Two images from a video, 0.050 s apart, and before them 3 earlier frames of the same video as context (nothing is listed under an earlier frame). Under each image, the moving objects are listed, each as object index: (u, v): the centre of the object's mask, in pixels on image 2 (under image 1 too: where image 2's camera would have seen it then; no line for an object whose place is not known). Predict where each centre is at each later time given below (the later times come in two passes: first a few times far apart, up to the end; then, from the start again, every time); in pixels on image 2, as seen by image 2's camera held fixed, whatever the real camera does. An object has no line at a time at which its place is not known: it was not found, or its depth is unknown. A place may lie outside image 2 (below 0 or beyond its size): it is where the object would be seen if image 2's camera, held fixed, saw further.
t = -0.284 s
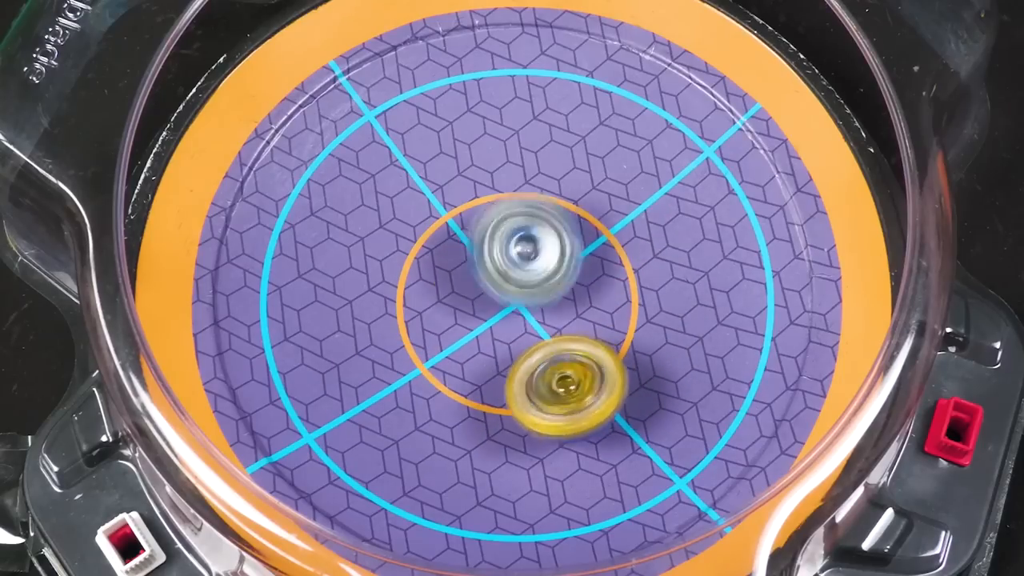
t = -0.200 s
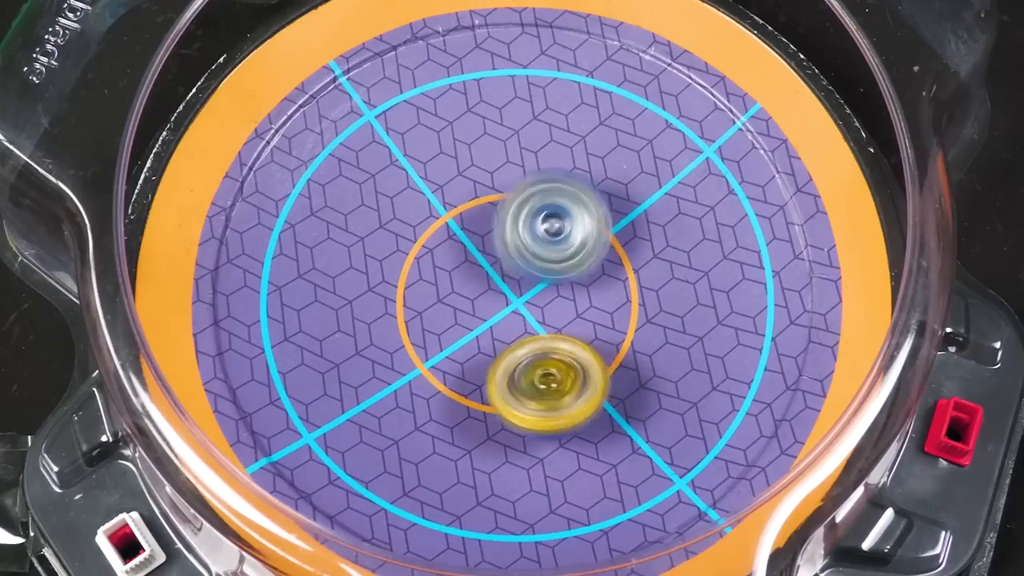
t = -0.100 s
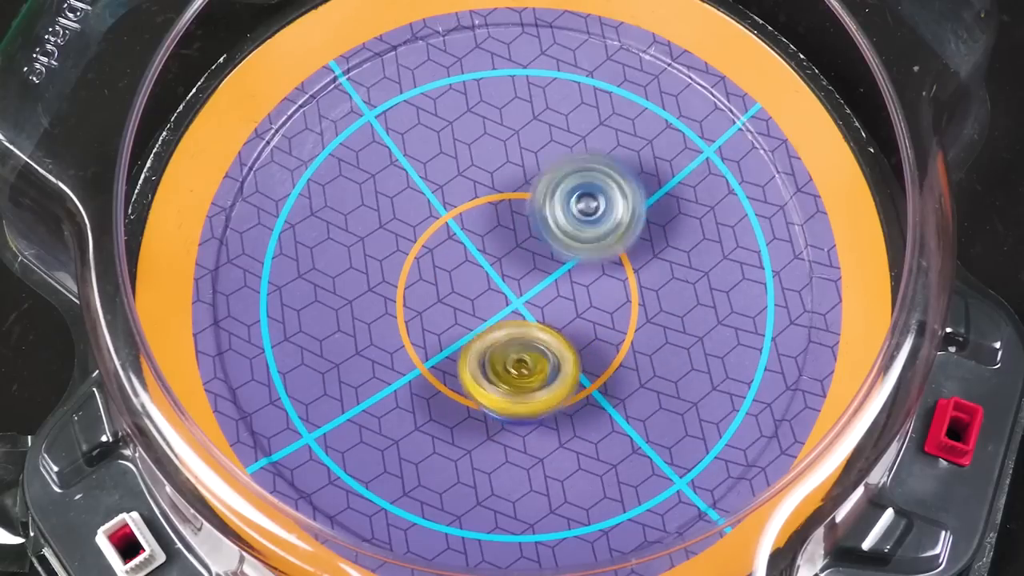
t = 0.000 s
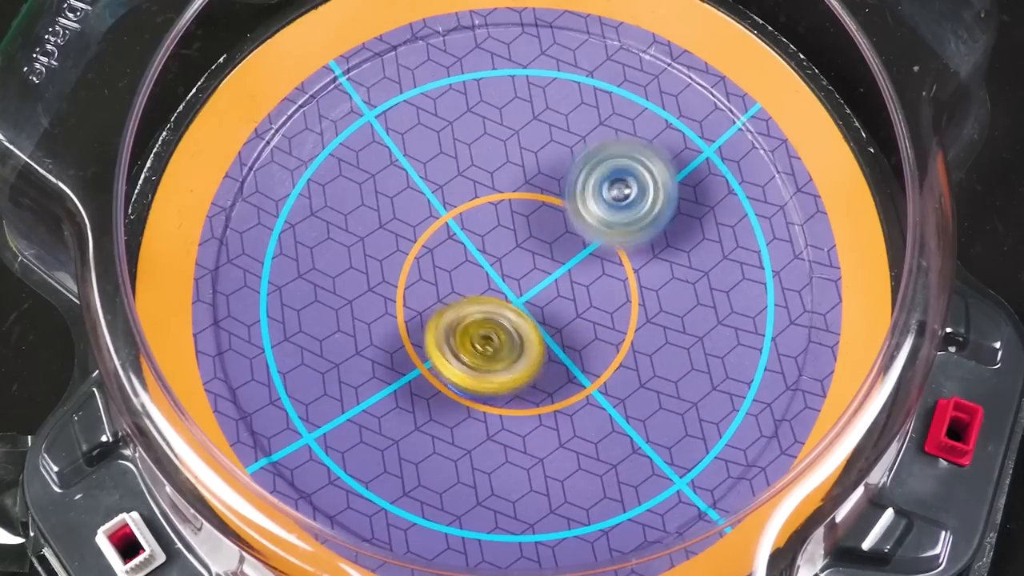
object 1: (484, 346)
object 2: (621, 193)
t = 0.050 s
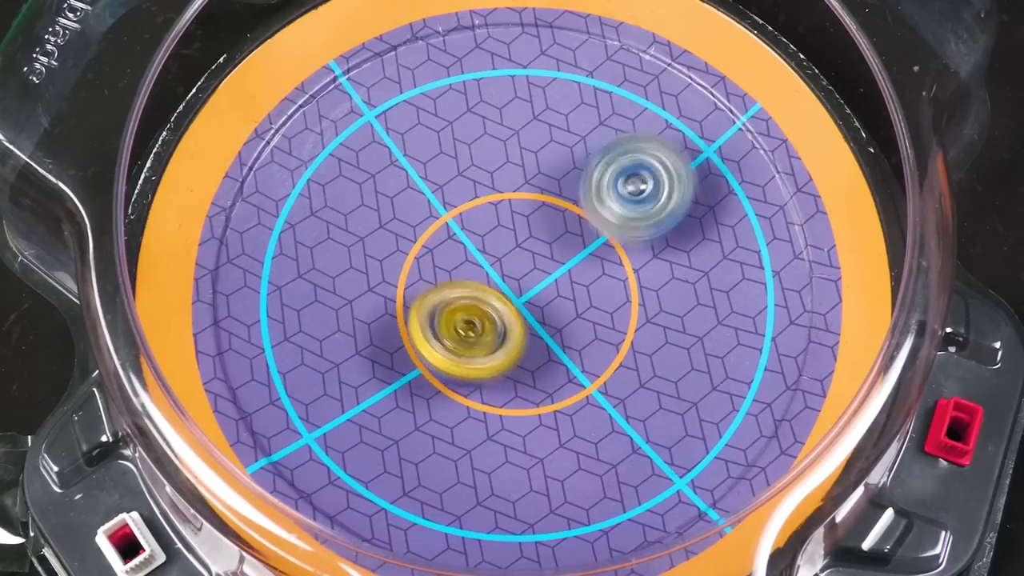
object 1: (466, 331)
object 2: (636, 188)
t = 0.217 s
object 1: (420, 269)
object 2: (653, 184)
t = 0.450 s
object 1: (417, 205)
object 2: (581, 248)
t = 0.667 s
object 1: (471, 188)
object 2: (500, 299)
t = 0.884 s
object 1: (557, 199)
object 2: (417, 324)
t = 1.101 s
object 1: (605, 237)
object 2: (374, 324)
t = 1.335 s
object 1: (592, 307)
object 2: (442, 282)
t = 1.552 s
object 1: (540, 351)
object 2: (514, 232)
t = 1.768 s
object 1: (477, 345)
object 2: (584, 199)
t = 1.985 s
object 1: (439, 295)
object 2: (616, 193)
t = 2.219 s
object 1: (447, 226)
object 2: (563, 250)
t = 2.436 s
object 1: (464, 188)
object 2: (534, 317)
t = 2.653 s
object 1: (524, 207)
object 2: (475, 359)
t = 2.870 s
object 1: (575, 264)
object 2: (453, 355)
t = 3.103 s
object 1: (582, 323)
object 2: (466, 285)
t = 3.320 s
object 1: (546, 332)
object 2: (500, 223)
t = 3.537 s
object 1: (483, 294)
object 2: (549, 182)
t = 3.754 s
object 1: (451, 234)
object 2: (557, 184)
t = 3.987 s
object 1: (431, 222)
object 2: (605, 222)
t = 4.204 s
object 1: (470, 238)
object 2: (574, 277)
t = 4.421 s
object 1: (481, 195)
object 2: (550, 371)
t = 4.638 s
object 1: (496, 207)
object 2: (539, 325)
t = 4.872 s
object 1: (542, 199)
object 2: (534, 366)
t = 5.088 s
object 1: (542, 225)
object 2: (528, 334)
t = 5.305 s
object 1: (549, 226)
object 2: (459, 307)
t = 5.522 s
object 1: (532, 236)
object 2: (443, 309)
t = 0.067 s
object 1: (461, 326)
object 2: (641, 187)
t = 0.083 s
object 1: (455, 319)
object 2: (646, 185)
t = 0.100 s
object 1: (450, 313)
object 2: (649, 184)
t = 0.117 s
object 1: (445, 307)
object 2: (652, 183)
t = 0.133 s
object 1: (439, 300)
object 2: (655, 183)
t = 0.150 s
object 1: (436, 295)
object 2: (656, 182)
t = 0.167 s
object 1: (431, 288)
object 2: (657, 182)
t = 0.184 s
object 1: (427, 281)
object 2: (658, 182)
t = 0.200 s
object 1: (423, 276)
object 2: (655, 183)
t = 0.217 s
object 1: (420, 269)
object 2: (653, 184)
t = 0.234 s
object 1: (417, 263)
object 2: (651, 187)
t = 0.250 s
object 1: (414, 258)
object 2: (647, 188)
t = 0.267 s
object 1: (412, 252)
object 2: (642, 191)
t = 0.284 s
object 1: (411, 247)
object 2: (638, 196)
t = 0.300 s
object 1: (409, 242)
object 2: (634, 199)
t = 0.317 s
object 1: (409, 237)
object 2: (628, 204)
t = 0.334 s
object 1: (408, 233)
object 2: (621, 211)
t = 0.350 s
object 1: (408, 228)
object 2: (617, 215)
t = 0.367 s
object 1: (409, 224)
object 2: (612, 220)
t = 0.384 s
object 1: (410, 220)
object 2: (604, 226)
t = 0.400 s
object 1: (412, 216)
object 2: (600, 232)
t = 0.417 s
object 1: (413, 212)
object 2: (594, 235)
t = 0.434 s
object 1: (415, 209)
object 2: (586, 242)
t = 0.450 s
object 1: (417, 205)
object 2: (581, 248)
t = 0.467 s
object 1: (419, 203)
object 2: (576, 252)
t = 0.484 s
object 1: (422, 200)
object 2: (568, 256)
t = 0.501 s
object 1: (426, 198)
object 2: (561, 261)
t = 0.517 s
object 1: (429, 196)
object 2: (558, 267)
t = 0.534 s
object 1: (432, 194)
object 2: (550, 270)
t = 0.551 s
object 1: (437, 193)
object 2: (543, 274)
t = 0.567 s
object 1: (440, 192)
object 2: (539, 279)
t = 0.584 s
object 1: (444, 191)
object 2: (533, 282)
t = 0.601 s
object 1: (449, 190)
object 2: (525, 284)
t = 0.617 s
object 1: (454, 190)
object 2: (519, 289)
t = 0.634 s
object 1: (459, 190)
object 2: (514, 292)
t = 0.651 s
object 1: (465, 190)
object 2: (506, 293)
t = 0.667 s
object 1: (471, 188)
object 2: (500, 299)
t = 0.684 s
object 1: (477, 188)
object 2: (495, 303)
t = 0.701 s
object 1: (483, 187)
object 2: (487, 305)
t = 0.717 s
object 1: (489, 187)
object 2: (480, 309)
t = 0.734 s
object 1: (496, 187)
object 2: (475, 312)
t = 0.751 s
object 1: (503, 188)
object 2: (467, 312)
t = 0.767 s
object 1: (509, 189)
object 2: (460, 315)
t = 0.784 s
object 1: (516, 190)
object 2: (456, 318)
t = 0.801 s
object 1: (524, 192)
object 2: (450, 318)
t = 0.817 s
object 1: (530, 193)
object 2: (441, 319)
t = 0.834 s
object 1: (538, 194)
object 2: (437, 322)
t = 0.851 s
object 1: (545, 196)
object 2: (431, 321)
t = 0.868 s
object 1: (551, 197)
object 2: (423, 322)
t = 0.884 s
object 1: (557, 199)
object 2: (417, 324)
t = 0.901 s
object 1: (562, 201)
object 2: (413, 322)
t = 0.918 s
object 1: (568, 203)
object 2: (404, 324)
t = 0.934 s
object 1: (573, 205)
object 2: (399, 325)
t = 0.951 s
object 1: (578, 209)
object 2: (395, 323)
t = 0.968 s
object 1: (582, 211)
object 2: (387, 324)
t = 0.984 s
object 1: (587, 214)
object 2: (383, 325)
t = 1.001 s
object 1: (590, 217)
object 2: (381, 324)
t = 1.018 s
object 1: (594, 220)
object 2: (374, 325)
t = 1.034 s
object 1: (597, 223)
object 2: (372, 325)
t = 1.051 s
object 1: (600, 226)
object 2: (372, 324)
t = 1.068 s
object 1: (602, 230)
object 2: (370, 325)
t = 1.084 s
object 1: (604, 234)
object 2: (371, 326)
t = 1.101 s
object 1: (605, 237)
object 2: (374, 324)
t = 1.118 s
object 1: (607, 241)
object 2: (375, 325)
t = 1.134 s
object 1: (608, 245)
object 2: (379, 323)
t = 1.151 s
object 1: (608, 250)
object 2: (383, 322)
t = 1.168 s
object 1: (608, 254)
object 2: (386, 319)
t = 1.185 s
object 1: (608, 259)
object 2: (392, 316)
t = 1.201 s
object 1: (607, 264)
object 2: (397, 313)
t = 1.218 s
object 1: (606, 269)
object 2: (402, 311)
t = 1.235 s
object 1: (606, 275)
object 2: (408, 306)
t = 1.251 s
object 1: (603, 280)
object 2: (414, 302)
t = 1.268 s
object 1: (602, 285)
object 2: (419, 299)
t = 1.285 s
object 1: (600, 291)
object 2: (425, 294)
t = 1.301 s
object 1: (598, 296)
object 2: (431, 291)
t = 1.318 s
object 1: (595, 301)
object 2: (436, 288)
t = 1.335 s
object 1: (592, 307)
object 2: (442, 282)
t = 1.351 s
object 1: (589, 311)
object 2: (449, 278)
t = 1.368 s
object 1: (586, 315)
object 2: (454, 276)
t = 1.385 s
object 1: (583, 320)
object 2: (459, 270)
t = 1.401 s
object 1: (579, 323)
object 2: (466, 268)
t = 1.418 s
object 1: (576, 327)
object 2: (472, 265)
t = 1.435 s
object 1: (571, 331)
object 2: (476, 261)
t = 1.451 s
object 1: (567, 334)
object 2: (482, 257)
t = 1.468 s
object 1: (564, 338)
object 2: (488, 253)
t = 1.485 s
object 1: (561, 341)
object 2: (493, 247)
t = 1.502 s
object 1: (556, 345)
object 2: (499, 243)
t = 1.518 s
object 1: (551, 347)
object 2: (506, 239)
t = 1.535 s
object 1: (546, 349)
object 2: (509, 236)
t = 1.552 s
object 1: (540, 351)
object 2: (514, 232)
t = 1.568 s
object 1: (535, 352)
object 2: (520, 229)
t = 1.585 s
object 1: (530, 353)
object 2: (524, 225)
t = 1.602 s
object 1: (525, 354)
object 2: (530, 223)
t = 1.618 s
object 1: (520, 353)
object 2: (536, 218)
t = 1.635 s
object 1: (515, 354)
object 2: (540, 217)
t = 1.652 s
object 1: (510, 355)
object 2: (546, 215)
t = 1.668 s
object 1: (505, 354)
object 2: (553, 210)
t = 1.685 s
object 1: (501, 353)
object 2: (556, 210)
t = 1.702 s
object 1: (495, 353)
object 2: (562, 207)
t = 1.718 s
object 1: (490, 351)
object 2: (568, 204)
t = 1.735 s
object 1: (487, 350)
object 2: (573, 203)
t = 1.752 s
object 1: (482, 348)
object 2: (578, 202)
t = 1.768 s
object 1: (477, 345)
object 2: (584, 199)
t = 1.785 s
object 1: (473, 343)
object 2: (588, 199)
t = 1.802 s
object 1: (469, 341)
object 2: (593, 197)
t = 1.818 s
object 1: (465, 338)
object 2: (599, 194)
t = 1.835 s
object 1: (461, 335)
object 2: (603, 195)
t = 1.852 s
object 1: (459, 332)
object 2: (607, 193)
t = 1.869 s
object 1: (455, 327)
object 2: (610, 191)
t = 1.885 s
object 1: (452, 323)
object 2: (614, 192)
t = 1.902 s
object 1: (450, 319)
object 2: (615, 191)
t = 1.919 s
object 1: (447, 315)
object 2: (616, 190)
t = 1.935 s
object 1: (444, 309)
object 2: (617, 191)
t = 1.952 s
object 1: (443, 305)
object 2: (616, 192)
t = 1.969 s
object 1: (441, 301)
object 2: (615, 191)
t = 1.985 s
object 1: (439, 295)
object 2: (616, 193)
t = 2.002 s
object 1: (438, 290)
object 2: (613, 194)
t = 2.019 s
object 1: (437, 286)
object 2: (610, 197)
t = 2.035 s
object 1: (436, 280)
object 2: (610, 199)
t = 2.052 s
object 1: (436, 274)
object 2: (605, 203)
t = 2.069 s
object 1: (436, 270)
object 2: (601, 207)
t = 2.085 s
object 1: (436, 265)
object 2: (599, 209)
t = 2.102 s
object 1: (436, 259)
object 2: (594, 214)
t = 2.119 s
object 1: (438, 254)
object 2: (590, 219)
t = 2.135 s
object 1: (439, 249)
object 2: (586, 223)
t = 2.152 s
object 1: (440, 244)
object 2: (579, 230)
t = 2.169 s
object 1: (442, 239)
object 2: (576, 235)
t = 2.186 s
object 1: (443, 235)
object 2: (571, 238)
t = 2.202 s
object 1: (445, 231)
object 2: (566, 245)
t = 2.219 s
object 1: (447, 226)
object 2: (563, 250)
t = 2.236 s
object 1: (444, 220)
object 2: (562, 255)
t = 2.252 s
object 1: (444, 215)
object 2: (563, 264)
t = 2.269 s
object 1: (443, 210)
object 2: (562, 268)
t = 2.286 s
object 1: (444, 205)
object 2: (559, 274)
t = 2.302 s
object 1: (446, 202)
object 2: (560, 280)
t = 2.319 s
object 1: (448, 199)
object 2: (555, 285)
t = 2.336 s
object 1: (450, 196)
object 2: (553, 290)
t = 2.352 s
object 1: (452, 194)
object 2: (552, 294)
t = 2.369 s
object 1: (455, 193)
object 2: (547, 300)
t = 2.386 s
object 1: (457, 191)
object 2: (545, 304)
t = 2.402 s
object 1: (459, 191)
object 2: (541, 308)
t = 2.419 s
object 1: (461, 190)
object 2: (538, 315)
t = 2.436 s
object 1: (464, 188)
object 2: (534, 317)
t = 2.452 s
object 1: (468, 188)
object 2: (529, 322)
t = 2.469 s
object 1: (470, 188)
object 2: (528, 327)
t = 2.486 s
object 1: (474, 188)
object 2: (521, 330)
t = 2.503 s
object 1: (478, 189)
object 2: (517, 335)
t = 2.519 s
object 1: (483, 189)
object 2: (514, 337)
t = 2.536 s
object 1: (487, 191)
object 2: (507, 341)
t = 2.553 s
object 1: (491, 192)
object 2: (504, 345)
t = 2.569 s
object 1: (496, 194)
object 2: (500, 346)
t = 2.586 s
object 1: (502, 196)
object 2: (495, 350)
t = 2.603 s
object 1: (506, 198)
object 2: (490, 352)
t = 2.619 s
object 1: (512, 201)
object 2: (483, 355)
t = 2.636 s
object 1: (518, 203)
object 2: (481, 357)
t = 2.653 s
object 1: (524, 207)
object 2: (475, 359)
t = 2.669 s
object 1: (528, 210)
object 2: (471, 362)
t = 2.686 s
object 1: (534, 214)
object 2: (468, 362)
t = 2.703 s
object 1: (539, 218)
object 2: (463, 365)
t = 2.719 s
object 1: (544, 222)
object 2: (462, 365)
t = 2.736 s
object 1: (548, 226)
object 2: (459, 364)
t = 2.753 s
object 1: (552, 229)
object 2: (458, 367)
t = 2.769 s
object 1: (557, 234)
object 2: (456, 364)
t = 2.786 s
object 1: (560, 238)
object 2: (455, 365)
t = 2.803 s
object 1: (564, 244)
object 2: (455, 363)
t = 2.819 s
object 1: (567, 249)
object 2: (452, 361)
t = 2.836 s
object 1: (570, 254)
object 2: (453, 360)
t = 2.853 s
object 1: (572, 258)
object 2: (454, 355)
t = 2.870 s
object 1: (575, 264)
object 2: (453, 355)
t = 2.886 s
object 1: (578, 269)
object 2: (454, 351)
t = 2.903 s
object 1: (579, 274)
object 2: (453, 346)
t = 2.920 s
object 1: (580, 279)
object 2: (457, 342)
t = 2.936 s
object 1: (582, 284)
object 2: (456, 336)
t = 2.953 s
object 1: (583, 290)
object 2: (458, 333)
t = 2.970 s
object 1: (583, 294)
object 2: (459, 327)
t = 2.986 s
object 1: (584, 298)
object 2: (458, 322)
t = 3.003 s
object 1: (584, 303)
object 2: (461, 316)
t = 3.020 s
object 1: (585, 308)
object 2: (460, 310)
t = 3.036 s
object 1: (584, 311)
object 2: (463, 308)
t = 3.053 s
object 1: (583, 314)
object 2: (463, 299)
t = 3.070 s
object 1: (583, 319)
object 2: (464, 296)
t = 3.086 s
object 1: (583, 321)
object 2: (466, 289)
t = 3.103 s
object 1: (582, 323)
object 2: (466, 285)
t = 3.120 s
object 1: (581, 325)
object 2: (469, 279)
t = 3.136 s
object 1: (579, 327)
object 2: (470, 274)
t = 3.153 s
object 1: (577, 329)
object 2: (473, 271)
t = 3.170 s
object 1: (574, 331)
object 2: (473, 263)
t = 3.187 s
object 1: (572, 332)
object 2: (476, 260)
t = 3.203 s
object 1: (569, 333)
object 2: (479, 255)
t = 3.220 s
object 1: (567, 334)
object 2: (480, 252)
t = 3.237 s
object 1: (564, 334)
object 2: (484, 244)
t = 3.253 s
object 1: (561, 334)
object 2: (486, 240)
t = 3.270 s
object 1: (558, 335)
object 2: (490, 237)
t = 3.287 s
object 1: (554, 334)
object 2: (492, 232)
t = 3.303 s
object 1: (550, 333)
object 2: (496, 229)
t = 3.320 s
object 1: (546, 332)
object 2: (500, 223)
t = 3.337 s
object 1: (541, 331)
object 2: (502, 220)
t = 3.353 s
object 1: (536, 330)
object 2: (506, 215)
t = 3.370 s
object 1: (532, 327)
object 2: (511, 212)
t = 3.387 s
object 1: (527, 326)
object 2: (515, 210)
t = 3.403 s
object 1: (522, 323)
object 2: (518, 206)
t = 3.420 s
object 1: (516, 321)
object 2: (521, 203)
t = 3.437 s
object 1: (511, 318)
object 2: (526, 199)
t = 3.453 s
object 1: (507, 315)
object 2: (530, 196)
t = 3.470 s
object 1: (502, 311)
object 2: (534, 192)
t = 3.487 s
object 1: (497, 307)
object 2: (538, 189)
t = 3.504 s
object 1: (491, 303)
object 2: (543, 188)
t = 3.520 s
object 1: (486, 298)
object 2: (545, 183)
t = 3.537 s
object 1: (483, 294)
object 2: (549, 182)
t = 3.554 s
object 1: (478, 289)
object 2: (553, 178)
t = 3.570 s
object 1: (474, 283)
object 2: (554, 177)
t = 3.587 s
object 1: (471, 279)
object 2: (557, 175)
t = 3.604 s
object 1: (468, 275)
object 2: (557, 172)
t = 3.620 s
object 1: (465, 270)
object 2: (560, 172)
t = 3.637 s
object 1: (461, 265)
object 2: (558, 172)
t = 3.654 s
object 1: (458, 259)
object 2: (559, 173)
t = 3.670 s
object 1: (457, 254)
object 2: (559, 172)
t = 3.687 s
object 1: (456, 250)
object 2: (557, 175)
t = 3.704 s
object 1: (453, 244)
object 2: (558, 176)
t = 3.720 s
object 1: (453, 240)
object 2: (556, 177)
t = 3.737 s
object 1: (454, 237)
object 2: (557, 181)
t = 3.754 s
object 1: (451, 234)
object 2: (557, 184)
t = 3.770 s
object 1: (443, 232)
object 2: (565, 186)
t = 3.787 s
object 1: (438, 232)
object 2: (573, 187)
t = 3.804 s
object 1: (433, 230)
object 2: (577, 189)
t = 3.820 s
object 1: (430, 227)
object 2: (580, 190)
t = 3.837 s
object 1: (430, 224)
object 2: (581, 192)
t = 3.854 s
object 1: (432, 223)
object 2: (586, 191)
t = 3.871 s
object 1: (432, 224)
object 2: (590, 195)
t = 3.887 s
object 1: (431, 224)
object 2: (592, 197)
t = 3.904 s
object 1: (430, 223)
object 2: (596, 201)
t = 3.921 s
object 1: (431, 222)
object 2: (600, 205)
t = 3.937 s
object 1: (431, 224)
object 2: (601, 211)
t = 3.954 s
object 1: (431, 224)
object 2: (602, 214)
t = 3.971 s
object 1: (430, 223)
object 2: (602, 218)
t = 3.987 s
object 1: (431, 222)
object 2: (605, 222)
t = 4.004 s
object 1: (434, 223)
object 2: (603, 227)
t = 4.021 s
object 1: (435, 224)
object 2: (603, 231)
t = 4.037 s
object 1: (435, 225)
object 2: (601, 234)
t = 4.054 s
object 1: (436, 225)
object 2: (602, 240)
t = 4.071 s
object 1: (440, 227)
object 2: (597, 245)
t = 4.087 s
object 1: (443, 229)
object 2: (596, 249)
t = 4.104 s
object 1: (445, 230)
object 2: (591, 253)
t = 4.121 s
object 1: (449, 232)
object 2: (591, 257)
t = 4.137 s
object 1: (453, 234)
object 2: (585, 261)
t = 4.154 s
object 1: (459, 237)
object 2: (582, 265)
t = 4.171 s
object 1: (464, 240)
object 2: (577, 266)
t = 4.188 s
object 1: (466, 241)
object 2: (576, 271)
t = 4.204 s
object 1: (470, 238)
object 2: (574, 277)
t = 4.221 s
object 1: (472, 234)
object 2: (572, 283)
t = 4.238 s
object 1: (477, 229)
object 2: (573, 296)
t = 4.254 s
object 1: (482, 226)
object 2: (573, 301)
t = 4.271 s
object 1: (481, 222)
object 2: (567, 316)
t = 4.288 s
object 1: (481, 216)
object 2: (568, 332)
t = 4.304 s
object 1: (481, 212)
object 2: (567, 342)
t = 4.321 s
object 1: (480, 209)
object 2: (565, 349)
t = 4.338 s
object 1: (478, 205)
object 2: (564, 359)
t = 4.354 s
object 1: (478, 202)
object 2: (559, 364)
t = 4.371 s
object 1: (480, 199)
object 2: (559, 368)
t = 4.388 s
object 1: (480, 197)
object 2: (555, 370)
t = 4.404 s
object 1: (480, 196)
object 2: (551, 369)
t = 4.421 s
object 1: (481, 195)
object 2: (550, 371)
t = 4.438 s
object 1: (481, 195)
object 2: (542, 368)
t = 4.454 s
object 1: (482, 195)
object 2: (541, 363)
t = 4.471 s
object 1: (483, 195)
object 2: (538, 358)
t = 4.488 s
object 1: (484, 195)
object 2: (536, 352)
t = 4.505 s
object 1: (484, 196)
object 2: (537, 350)
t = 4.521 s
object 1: (485, 197)
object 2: (533, 345)
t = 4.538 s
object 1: (485, 196)
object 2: (537, 339)
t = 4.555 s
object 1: (486, 197)
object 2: (534, 338)
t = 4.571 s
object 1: (488, 198)
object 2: (535, 332)
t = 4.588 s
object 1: (490, 200)
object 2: (539, 333)
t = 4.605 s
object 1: (492, 201)
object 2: (537, 329)
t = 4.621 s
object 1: (495, 204)
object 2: (540, 326)
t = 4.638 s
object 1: (496, 207)
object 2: (539, 325)
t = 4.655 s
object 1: (498, 210)
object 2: (541, 323)
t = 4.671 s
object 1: (500, 214)
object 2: (542, 323)
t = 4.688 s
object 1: (503, 218)
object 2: (541, 325)
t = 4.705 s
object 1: (506, 215)
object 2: (540, 332)
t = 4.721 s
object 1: (513, 206)
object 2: (537, 341)
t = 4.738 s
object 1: (519, 202)
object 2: (538, 348)
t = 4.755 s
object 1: (527, 200)
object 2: (537, 355)
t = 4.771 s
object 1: (534, 200)
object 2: (535, 364)
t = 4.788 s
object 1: (538, 202)
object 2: (534, 362)
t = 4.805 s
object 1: (540, 204)
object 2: (537, 362)
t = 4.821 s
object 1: (540, 204)
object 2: (538, 365)
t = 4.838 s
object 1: (539, 203)
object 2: (536, 368)
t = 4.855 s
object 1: (541, 200)
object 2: (535, 367)
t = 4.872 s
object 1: (542, 199)
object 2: (534, 366)
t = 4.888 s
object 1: (544, 199)
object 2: (532, 367)
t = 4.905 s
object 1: (545, 199)
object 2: (531, 366)
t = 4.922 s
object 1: (545, 202)
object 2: (529, 362)
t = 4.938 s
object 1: (543, 205)
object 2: (531, 359)
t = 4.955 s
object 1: (542, 207)
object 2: (532, 355)
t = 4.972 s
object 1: (542, 209)
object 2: (532, 352)
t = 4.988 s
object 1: (542, 211)
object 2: (532, 349)
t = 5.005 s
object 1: (543, 214)
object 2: (533, 347)
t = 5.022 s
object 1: (542, 217)
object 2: (536, 344)
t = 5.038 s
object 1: (540, 220)
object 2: (539, 340)
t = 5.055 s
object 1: (538, 224)
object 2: (539, 336)
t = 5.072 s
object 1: (539, 225)
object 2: (534, 334)
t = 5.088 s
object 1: (542, 225)
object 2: (528, 334)
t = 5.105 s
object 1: (545, 227)
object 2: (521, 331)
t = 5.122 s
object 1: (548, 229)
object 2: (514, 329)
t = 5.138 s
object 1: (549, 232)
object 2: (509, 325)
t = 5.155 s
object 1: (551, 235)
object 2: (503, 321)
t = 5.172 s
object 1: (551, 240)
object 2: (497, 319)
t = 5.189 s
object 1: (549, 243)
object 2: (491, 315)
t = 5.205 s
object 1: (546, 243)
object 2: (485, 313)
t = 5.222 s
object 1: (545, 241)
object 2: (479, 311)
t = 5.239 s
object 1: (544, 238)
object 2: (474, 309)
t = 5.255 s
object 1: (545, 234)
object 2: (469, 308)
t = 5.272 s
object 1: (546, 231)
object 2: (466, 307)
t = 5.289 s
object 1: (547, 228)
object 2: (463, 306)
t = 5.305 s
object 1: (549, 226)
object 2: (459, 307)
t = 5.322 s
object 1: (551, 226)
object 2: (456, 307)
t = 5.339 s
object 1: (551, 227)
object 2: (455, 307)
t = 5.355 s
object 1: (550, 230)
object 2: (450, 307)
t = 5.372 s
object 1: (548, 232)
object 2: (447, 307)
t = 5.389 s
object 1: (545, 234)
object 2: (444, 308)
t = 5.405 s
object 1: (543, 235)
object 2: (443, 308)
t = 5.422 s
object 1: (539, 236)
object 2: (444, 308)
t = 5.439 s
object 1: (536, 238)
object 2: (445, 308)
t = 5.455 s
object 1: (535, 237)
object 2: (445, 308)
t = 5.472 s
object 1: (534, 237)
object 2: (445, 308)
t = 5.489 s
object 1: (533, 237)
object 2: (444, 308)
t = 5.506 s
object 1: (532, 237)
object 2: (443, 309)
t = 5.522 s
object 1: (532, 236)
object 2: (443, 309)
